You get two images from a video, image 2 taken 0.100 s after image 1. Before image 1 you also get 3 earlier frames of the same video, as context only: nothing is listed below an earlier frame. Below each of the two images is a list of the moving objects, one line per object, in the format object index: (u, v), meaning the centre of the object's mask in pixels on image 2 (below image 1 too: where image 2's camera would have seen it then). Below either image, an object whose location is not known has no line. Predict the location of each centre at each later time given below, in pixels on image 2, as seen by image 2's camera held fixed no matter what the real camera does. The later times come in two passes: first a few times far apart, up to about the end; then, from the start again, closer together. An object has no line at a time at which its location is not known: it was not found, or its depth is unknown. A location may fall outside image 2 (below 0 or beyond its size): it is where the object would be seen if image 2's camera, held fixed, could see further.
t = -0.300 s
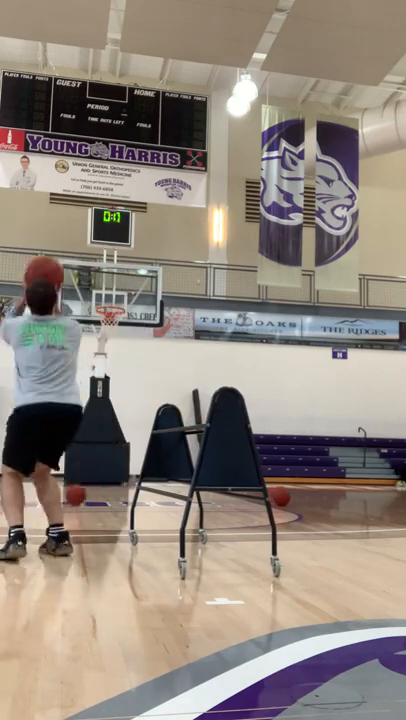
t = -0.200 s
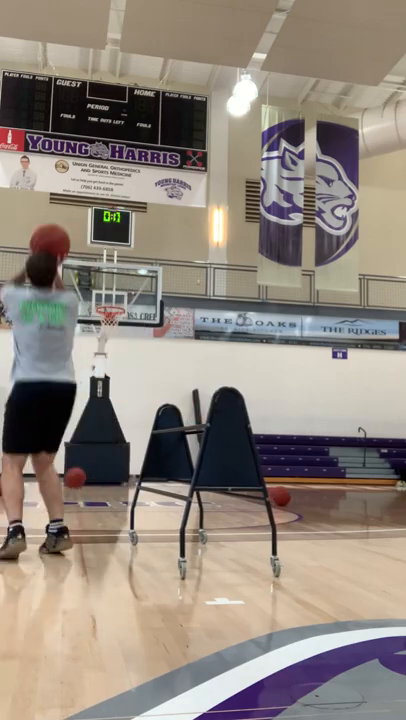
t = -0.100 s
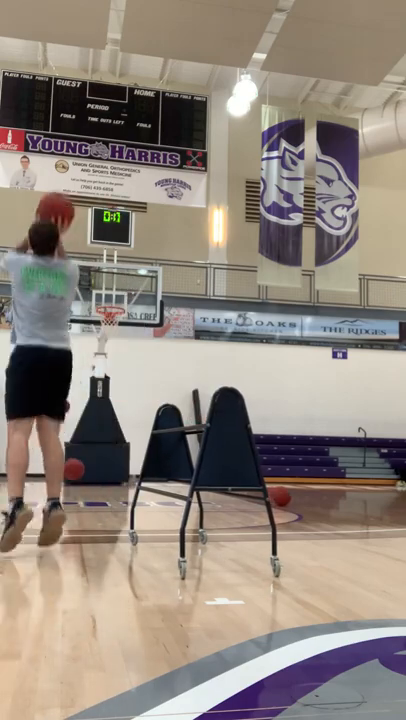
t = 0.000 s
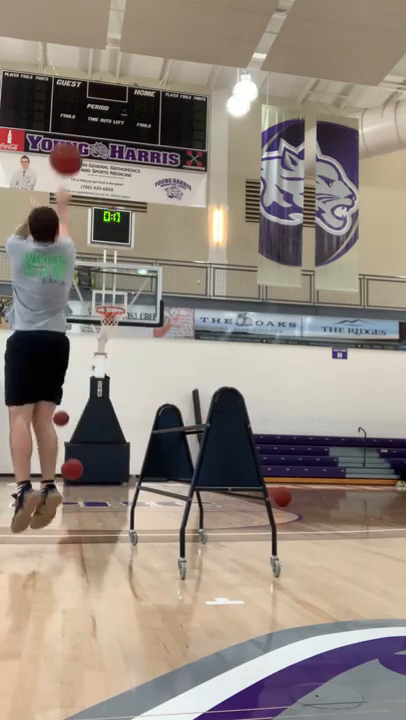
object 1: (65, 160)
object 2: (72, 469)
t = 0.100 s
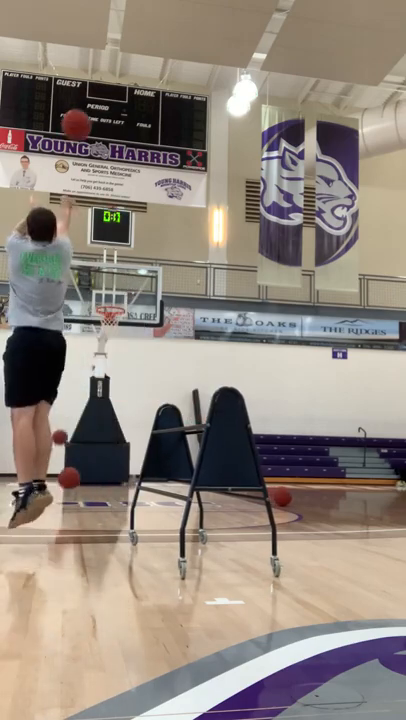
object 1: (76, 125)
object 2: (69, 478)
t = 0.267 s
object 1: (88, 104)
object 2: (63, 489)
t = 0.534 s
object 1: (99, 124)
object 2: (63, 486)
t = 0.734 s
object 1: (104, 165)
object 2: (45, 493)
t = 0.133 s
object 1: (78, 119)
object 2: (68, 483)
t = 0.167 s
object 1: (81, 113)
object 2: (67, 488)
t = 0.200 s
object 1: (83, 109)
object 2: (66, 496)
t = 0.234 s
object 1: (86, 106)
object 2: (65, 495)
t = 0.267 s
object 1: (88, 104)
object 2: (63, 489)
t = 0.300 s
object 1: (90, 104)
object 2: (64, 486)
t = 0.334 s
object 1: (91, 104)
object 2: (63, 483)
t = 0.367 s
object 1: (93, 106)
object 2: (63, 481)
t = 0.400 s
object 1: (94, 108)
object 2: (63, 480)
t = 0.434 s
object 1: (95, 111)
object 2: (62, 480)
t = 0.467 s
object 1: (96, 115)
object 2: (62, 481)
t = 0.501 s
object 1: (98, 120)
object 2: (62, 483)
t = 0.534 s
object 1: (99, 124)
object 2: (63, 486)
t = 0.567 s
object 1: (100, 130)
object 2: (64, 491)
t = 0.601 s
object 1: (101, 135)
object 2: (65, 496)
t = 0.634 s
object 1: (102, 142)
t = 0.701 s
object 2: (46, 495)
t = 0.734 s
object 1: (104, 165)
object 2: (45, 493)
